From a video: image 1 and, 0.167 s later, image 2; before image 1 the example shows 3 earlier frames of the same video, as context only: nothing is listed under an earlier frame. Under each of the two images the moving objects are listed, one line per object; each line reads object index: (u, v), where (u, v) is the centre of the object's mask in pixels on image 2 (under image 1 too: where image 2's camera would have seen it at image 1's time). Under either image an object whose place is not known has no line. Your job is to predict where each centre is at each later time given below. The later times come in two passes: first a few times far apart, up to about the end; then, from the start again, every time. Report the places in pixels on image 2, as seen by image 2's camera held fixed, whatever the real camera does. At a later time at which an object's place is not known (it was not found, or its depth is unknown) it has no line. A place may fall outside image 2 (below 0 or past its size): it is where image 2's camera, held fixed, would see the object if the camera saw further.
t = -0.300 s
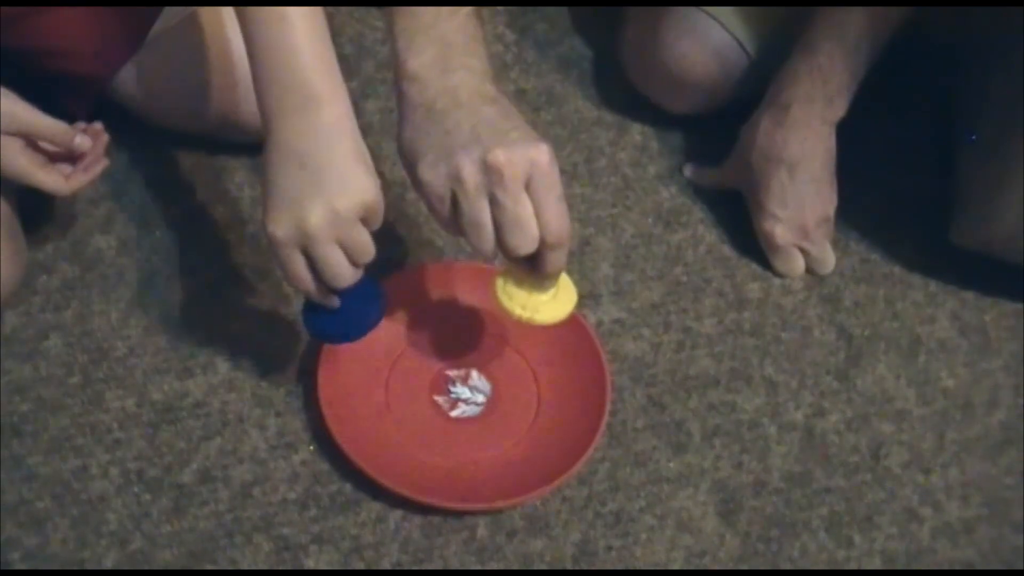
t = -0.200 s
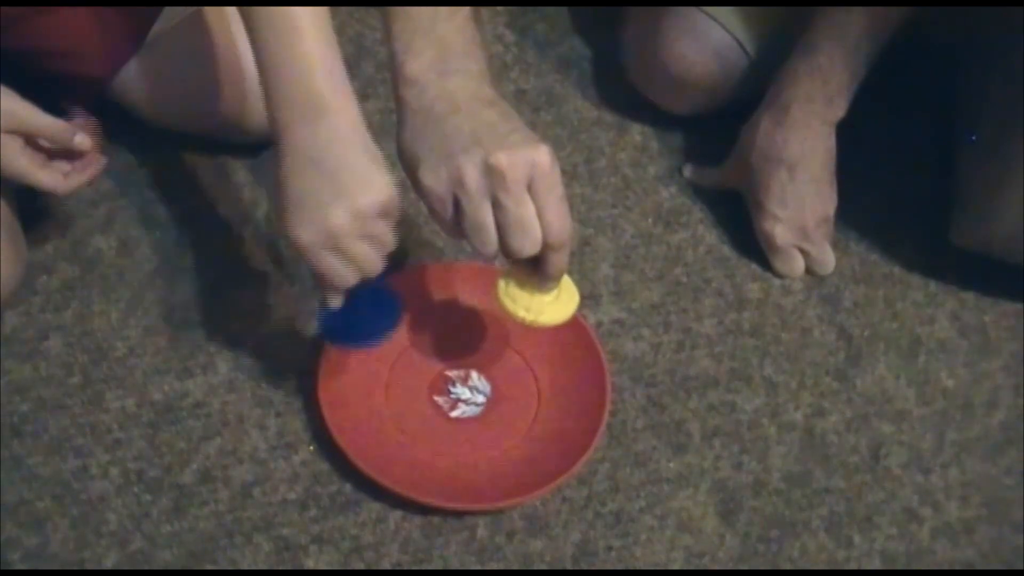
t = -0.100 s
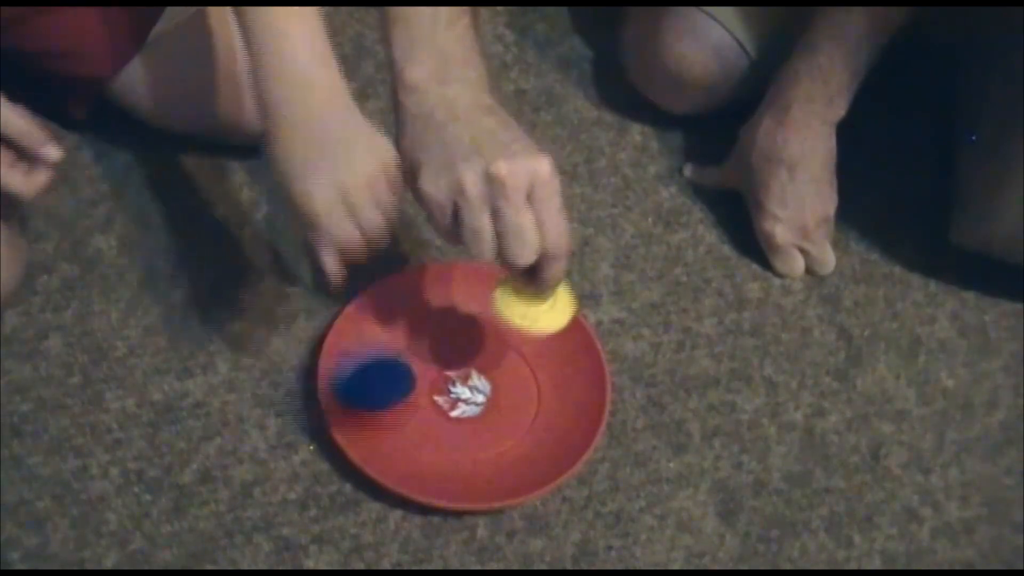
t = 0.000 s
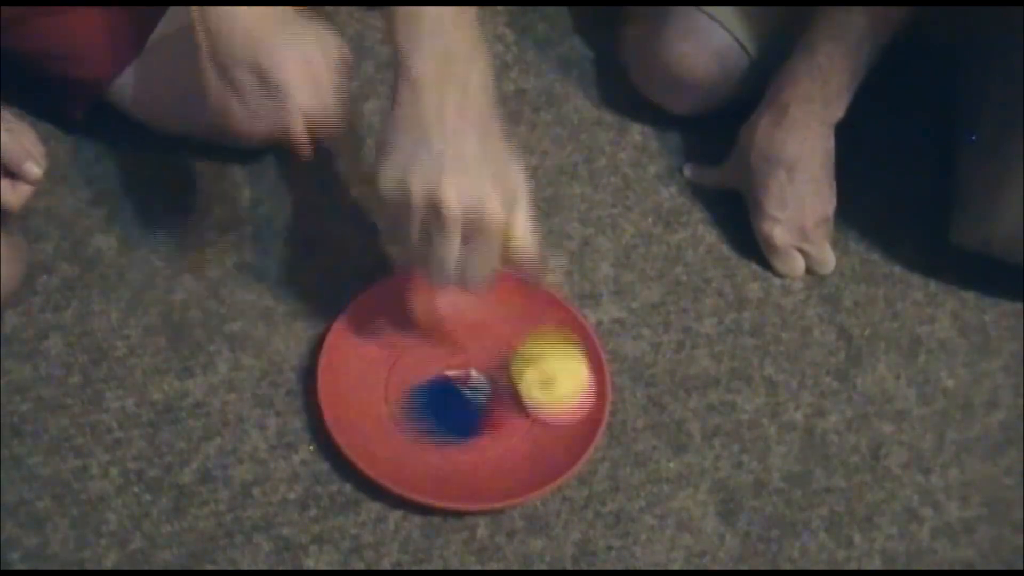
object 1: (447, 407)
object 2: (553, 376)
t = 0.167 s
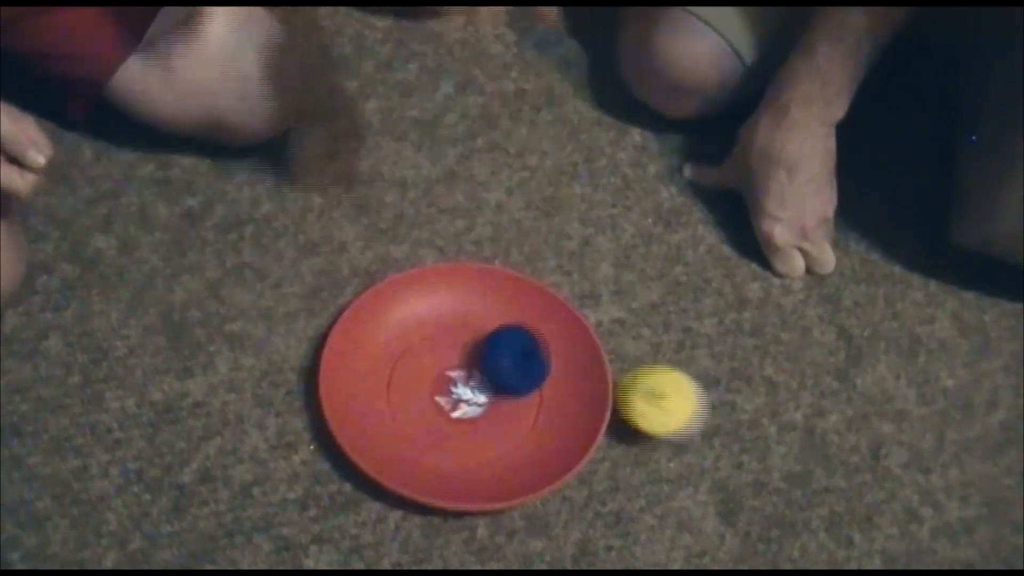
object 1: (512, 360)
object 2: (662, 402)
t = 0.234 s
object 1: (515, 353)
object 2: (705, 430)
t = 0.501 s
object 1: (494, 333)
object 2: (782, 463)
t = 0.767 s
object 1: (493, 340)
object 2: (782, 461)
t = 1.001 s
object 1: (485, 354)
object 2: (783, 460)
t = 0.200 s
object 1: (514, 356)
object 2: (684, 416)
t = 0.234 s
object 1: (515, 353)
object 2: (705, 430)
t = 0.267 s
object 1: (514, 351)
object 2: (724, 433)
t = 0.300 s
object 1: (510, 350)
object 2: (740, 443)
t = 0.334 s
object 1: (505, 348)
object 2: (753, 454)
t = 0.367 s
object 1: (500, 343)
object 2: (766, 456)
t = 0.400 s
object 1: (496, 339)
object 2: (774, 459)
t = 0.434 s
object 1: (495, 336)
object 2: (780, 461)
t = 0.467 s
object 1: (494, 334)
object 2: (782, 462)
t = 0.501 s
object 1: (494, 333)
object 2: (782, 463)
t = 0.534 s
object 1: (493, 333)
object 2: (782, 462)
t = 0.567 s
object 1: (492, 334)
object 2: (782, 462)
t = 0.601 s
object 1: (491, 334)
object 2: (782, 462)
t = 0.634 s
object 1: (491, 335)
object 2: (782, 462)
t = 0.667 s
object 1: (490, 336)
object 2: (782, 461)
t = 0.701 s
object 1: (491, 338)
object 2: (782, 461)
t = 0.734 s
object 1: (491, 339)
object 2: (782, 461)
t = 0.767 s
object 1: (493, 340)
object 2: (782, 461)
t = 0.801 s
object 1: (494, 341)
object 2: (782, 461)
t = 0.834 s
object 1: (494, 342)
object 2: (782, 460)
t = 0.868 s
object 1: (496, 343)
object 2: (783, 460)
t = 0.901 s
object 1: (493, 346)
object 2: (783, 460)
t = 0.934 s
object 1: (491, 349)
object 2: (783, 460)
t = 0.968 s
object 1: (489, 352)
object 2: (783, 460)
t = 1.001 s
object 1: (485, 354)
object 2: (783, 460)
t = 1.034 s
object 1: (482, 357)
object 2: (784, 460)
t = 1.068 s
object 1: (480, 359)
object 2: (784, 460)
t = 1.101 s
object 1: (479, 360)
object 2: (784, 460)
